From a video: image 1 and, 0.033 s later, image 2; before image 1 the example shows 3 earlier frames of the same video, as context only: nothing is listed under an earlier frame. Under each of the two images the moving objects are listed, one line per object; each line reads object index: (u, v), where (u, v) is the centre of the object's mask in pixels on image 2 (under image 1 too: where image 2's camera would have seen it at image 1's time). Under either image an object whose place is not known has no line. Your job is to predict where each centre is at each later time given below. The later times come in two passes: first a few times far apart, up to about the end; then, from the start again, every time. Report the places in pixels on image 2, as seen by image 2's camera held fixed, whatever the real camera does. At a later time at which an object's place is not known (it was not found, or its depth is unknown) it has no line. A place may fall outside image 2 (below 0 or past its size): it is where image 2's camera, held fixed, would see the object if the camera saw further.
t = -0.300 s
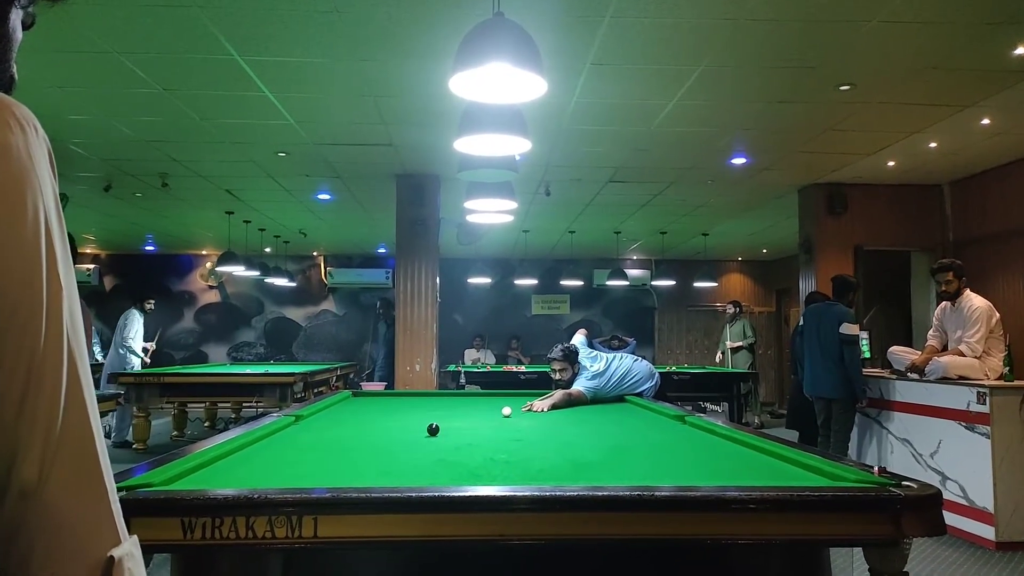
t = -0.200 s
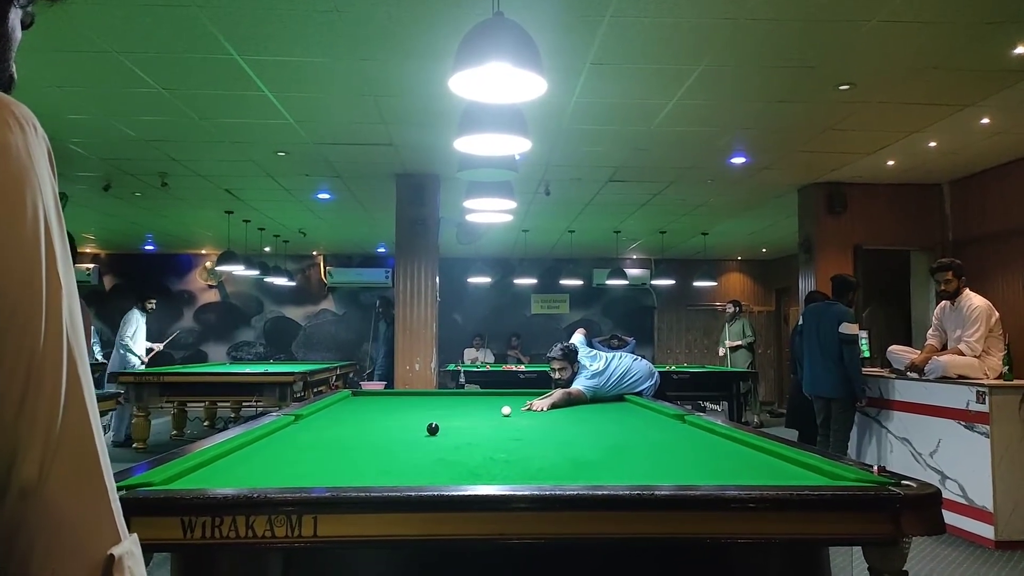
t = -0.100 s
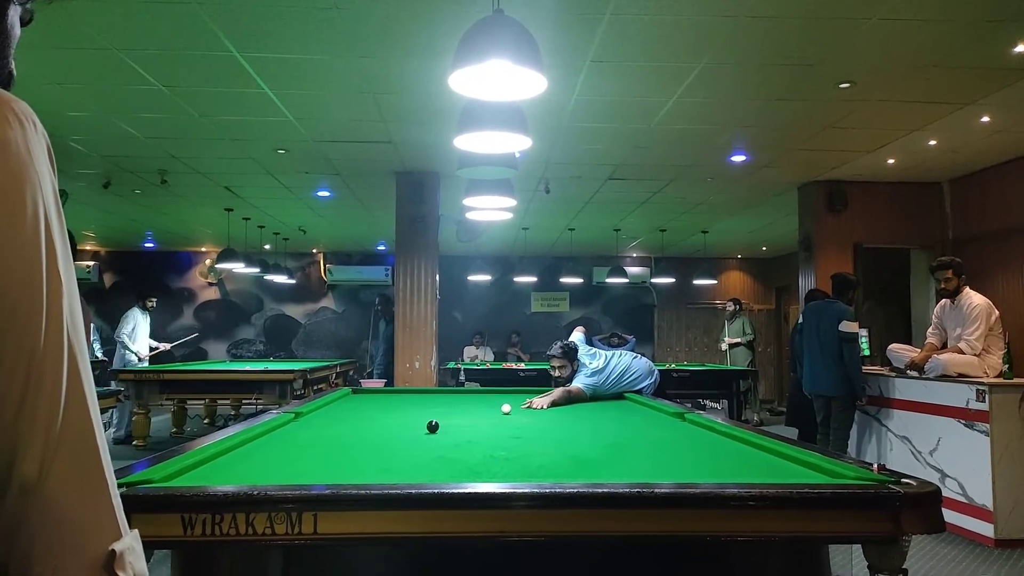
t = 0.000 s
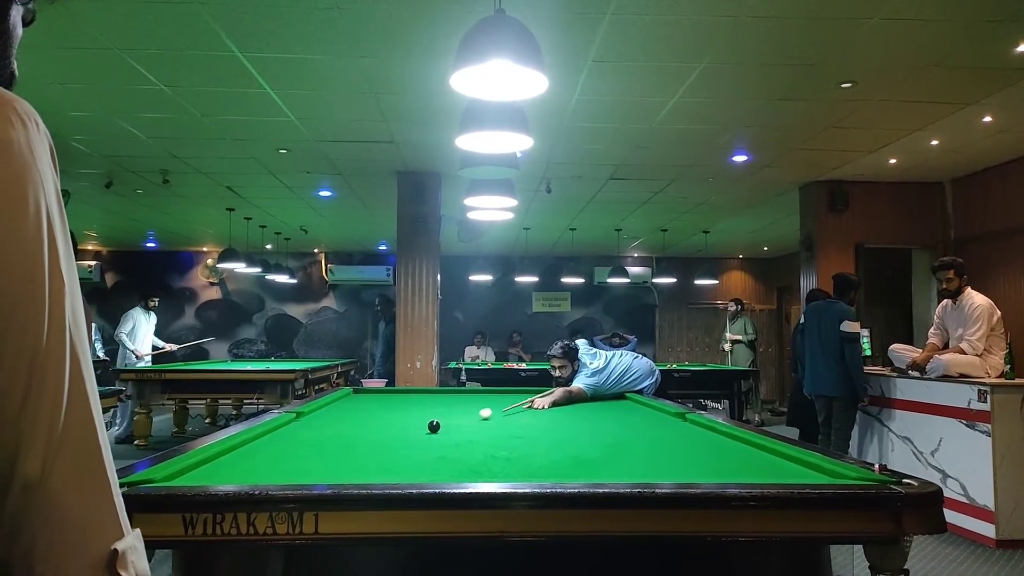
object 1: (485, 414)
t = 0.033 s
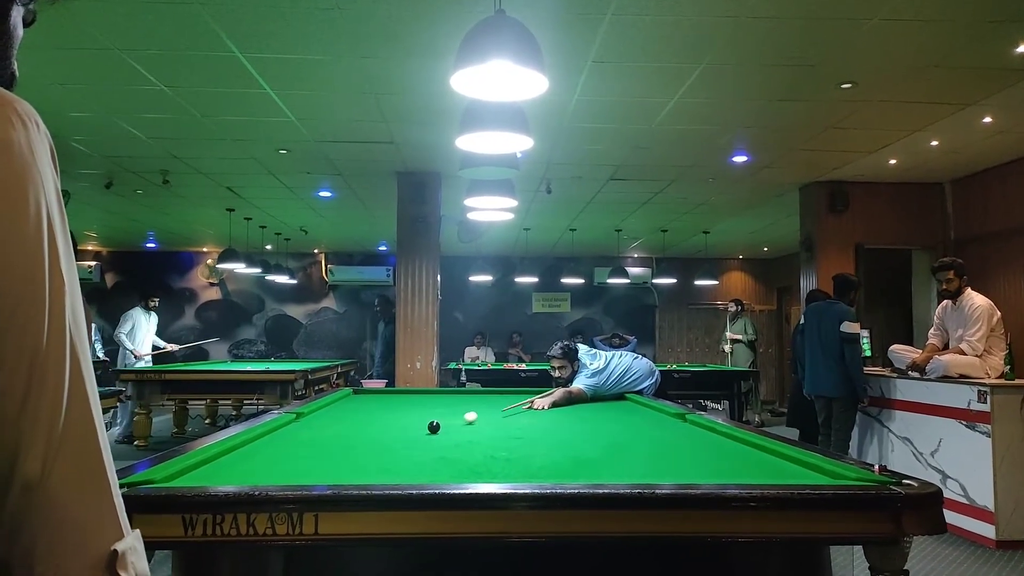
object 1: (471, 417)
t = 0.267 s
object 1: (419, 426)
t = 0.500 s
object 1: (385, 430)
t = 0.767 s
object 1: (344, 434)
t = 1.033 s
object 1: (301, 439)
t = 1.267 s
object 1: (262, 443)
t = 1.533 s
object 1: (250, 449)
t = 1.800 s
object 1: (265, 455)
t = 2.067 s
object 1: (280, 462)
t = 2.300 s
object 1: (294, 468)
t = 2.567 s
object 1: (312, 473)
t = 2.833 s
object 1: (330, 476)
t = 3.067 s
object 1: (348, 476)
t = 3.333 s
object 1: (367, 473)
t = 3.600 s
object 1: (384, 471)
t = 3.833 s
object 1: (396, 469)
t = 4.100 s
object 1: (407, 467)
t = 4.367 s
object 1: (417, 465)
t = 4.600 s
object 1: (425, 464)
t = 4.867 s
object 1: (431, 462)
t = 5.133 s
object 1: (436, 461)
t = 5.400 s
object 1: (439, 461)
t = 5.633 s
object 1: (440, 461)
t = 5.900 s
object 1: (440, 461)
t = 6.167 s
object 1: (440, 461)
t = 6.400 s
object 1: (440, 461)
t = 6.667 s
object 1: (440, 461)
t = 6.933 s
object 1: (440, 461)
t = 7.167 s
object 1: (440, 461)
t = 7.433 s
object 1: (440, 461)
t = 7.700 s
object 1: (441, 461)
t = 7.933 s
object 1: (440, 461)
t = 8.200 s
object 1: (441, 461)
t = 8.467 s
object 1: (440, 461)
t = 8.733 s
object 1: (441, 461)
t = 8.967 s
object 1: (441, 461)
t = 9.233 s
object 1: (441, 461)
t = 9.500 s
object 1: (442, 461)
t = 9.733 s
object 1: (442, 461)
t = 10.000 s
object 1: (441, 461)
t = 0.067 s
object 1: (454, 421)
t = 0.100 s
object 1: (440, 424)
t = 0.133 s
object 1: (434, 425)
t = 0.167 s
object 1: (431, 425)
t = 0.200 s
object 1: (427, 425)
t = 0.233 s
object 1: (423, 426)
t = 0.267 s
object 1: (419, 426)
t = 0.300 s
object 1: (415, 427)
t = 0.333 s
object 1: (410, 427)
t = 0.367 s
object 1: (405, 428)
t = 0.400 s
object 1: (400, 428)
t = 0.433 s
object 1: (395, 429)
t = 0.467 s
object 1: (390, 429)
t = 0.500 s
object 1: (385, 430)
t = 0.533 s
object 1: (380, 430)
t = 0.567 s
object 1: (375, 431)
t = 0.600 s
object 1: (370, 431)
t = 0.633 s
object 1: (365, 432)
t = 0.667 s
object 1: (360, 432)
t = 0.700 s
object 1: (355, 433)
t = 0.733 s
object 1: (350, 433)
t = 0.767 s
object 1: (344, 434)
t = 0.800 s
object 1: (339, 435)
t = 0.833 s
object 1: (334, 435)
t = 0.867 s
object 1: (329, 436)
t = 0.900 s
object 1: (323, 436)
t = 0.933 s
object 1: (318, 437)
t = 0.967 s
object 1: (312, 438)
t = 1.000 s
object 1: (307, 438)
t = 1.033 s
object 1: (301, 439)
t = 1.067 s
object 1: (296, 440)
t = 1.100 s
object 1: (290, 440)
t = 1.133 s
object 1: (285, 441)
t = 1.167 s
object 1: (279, 441)
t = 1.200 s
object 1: (274, 442)
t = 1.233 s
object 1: (268, 442)
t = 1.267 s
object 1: (262, 443)
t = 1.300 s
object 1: (256, 444)
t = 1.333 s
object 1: (250, 444)
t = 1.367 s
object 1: (245, 445)
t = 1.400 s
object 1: (243, 446)
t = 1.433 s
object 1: (244, 446)
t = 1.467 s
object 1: (246, 447)
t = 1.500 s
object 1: (248, 448)
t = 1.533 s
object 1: (250, 449)
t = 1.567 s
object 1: (252, 449)
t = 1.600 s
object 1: (253, 450)
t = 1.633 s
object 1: (255, 451)
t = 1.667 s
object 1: (257, 452)
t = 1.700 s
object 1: (259, 453)
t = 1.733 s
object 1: (261, 454)
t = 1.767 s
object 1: (263, 454)
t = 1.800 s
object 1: (265, 455)
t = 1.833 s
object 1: (267, 456)
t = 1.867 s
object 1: (269, 457)
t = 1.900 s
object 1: (270, 458)
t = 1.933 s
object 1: (272, 458)
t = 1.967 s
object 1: (274, 459)
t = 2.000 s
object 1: (276, 460)
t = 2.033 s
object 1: (278, 461)
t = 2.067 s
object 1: (280, 462)
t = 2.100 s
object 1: (282, 463)
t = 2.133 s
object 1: (284, 463)
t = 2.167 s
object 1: (286, 464)
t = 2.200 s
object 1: (288, 465)
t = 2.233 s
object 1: (290, 466)
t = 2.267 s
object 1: (292, 467)
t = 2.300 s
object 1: (294, 468)
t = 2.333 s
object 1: (297, 469)
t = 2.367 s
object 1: (299, 469)
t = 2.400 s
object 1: (301, 470)
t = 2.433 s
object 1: (303, 471)
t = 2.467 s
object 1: (305, 471)
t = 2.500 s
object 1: (307, 472)
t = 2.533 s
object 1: (310, 472)
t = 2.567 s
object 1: (312, 473)
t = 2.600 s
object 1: (314, 473)
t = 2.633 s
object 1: (317, 473)
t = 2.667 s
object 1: (319, 474)
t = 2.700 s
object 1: (322, 474)
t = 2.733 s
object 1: (324, 475)
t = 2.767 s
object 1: (326, 476)
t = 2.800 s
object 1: (328, 476)
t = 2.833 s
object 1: (330, 476)
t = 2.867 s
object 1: (332, 477)
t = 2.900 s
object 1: (335, 477)
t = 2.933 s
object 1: (337, 477)
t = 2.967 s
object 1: (340, 477)
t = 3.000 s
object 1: (343, 476)
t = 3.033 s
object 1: (346, 476)
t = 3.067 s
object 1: (348, 476)
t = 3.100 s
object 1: (350, 476)
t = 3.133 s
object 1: (353, 475)
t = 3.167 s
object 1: (356, 475)
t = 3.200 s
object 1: (358, 474)
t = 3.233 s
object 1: (361, 474)
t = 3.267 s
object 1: (363, 474)
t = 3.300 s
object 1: (365, 474)
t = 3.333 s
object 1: (367, 473)
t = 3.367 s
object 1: (370, 473)
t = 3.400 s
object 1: (372, 473)
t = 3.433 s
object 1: (374, 473)
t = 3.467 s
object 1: (376, 472)
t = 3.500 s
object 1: (378, 472)
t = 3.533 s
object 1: (380, 472)
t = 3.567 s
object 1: (382, 471)
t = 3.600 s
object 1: (384, 471)
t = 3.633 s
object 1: (385, 471)
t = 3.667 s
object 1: (387, 471)
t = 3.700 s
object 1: (389, 470)
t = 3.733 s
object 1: (391, 470)
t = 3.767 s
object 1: (393, 470)
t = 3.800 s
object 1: (394, 470)
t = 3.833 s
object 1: (396, 469)
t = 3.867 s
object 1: (397, 469)
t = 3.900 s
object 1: (399, 469)
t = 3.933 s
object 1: (400, 469)
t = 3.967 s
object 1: (402, 469)
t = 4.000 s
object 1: (403, 468)
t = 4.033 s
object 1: (405, 468)
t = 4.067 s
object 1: (406, 468)
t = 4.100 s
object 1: (407, 467)
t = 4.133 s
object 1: (409, 467)
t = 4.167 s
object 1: (410, 467)
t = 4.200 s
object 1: (411, 466)
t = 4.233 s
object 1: (413, 466)
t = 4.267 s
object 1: (414, 466)
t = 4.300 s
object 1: (415, 466)
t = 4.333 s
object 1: (416, 465)
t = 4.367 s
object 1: (417, 465)
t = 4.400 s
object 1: (418, 465)
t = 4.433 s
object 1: (420, 465)
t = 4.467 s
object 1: (421, 464)
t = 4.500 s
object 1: (422, 464)
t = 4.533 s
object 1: (423, 464)
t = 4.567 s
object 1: (424, 464)
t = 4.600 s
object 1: (425, 464)
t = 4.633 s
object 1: (426, 464)
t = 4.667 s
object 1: (427, 463)
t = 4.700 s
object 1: (428, 463)
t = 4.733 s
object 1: (429, 463)
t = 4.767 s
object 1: (429, 463)
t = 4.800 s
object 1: (430, 463)
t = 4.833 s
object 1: (430, 463)
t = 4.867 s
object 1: (431, 462)
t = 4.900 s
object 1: (432, 462)
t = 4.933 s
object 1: (433, 462)
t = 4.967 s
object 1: (433, 462)
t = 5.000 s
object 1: (434, 462)
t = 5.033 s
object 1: (434, 462)
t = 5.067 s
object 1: (435, 462)
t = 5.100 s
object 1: (435, 462)
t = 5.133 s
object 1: (436, 461)
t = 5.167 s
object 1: (437, 461)
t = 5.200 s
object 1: (437, 461)
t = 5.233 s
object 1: (437, 461)
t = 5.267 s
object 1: (438, 461)
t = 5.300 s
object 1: (438, 461)
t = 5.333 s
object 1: (438, 461)
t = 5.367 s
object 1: (439, 461)
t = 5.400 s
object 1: (439, 461)
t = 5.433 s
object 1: (439, 461)
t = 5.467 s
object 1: (439, 461)
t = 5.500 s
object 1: (439, 461)
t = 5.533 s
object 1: (439, 461)
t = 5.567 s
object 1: (439, 461)
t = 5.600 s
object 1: (439, 461)
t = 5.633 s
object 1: (440, 461)
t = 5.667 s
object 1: (440, 461)
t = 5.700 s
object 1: (440, 461)
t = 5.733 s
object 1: (440, 461)
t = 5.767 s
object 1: (440, 461)
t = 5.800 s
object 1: (440, 461)
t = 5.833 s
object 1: (440, 461)
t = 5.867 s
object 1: (440, 461)
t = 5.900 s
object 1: (440, 461)
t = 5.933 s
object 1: (440, 461)
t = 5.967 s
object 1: (440, 461)
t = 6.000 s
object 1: (440, 461)
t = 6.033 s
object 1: (440, 461)
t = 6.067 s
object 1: (440, 461)
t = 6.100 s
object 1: (440, 461)
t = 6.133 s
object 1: (440, 461)
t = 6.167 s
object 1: (440, 461)
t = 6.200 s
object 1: (440, 461)
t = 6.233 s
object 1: (440, 461)
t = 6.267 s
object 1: (440, 461)
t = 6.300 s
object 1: (440, 461)
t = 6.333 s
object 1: (440, 461)
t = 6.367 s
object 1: (440, 461)
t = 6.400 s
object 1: (440, 461)
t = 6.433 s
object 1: (440, 461)
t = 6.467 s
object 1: (440, 461)
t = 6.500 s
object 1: (440, 461)
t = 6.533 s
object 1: (440, 461)
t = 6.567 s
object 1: (440, 461)
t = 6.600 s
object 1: (440, 461)
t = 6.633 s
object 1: (440, 461)
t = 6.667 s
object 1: (440, 461)
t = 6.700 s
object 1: (440, 461)
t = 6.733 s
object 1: (440, 461)
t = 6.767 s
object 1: (440, 461)
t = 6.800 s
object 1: (440, 461)
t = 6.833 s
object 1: (440, 461)
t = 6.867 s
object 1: (440, 461)
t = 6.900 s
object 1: (440, 461)
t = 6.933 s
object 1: (440, 461)
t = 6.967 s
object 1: (440, 461)
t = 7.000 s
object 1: (440, 461)
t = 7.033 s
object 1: (440, 461)
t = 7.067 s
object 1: (440, 461)
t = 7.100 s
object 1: (440, 461)
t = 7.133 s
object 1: (440, 461)
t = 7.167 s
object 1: (440, 461)
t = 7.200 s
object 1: (440, 461)
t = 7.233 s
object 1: (440, 461)
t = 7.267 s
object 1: (440, 461)
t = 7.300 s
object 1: (440, 461)
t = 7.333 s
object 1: (440, 461)
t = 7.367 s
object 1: (440, 461)
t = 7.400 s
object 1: (440, 461)
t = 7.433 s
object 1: (440, 461)
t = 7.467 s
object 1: (440, 461)
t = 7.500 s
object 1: (440, 461)
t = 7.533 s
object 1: (440, 461)
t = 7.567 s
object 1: (440, 461)
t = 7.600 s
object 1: (440, 461)
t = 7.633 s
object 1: (440, 461)
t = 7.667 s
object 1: (440, 461)
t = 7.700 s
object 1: (441, 461)
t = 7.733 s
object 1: (441, 461)
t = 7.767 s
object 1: (440, 461)
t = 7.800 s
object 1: (440, 461)
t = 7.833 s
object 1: (440, 461)
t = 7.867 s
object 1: (440, 461)
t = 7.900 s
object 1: (440, 461)
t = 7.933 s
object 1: (440, 461)
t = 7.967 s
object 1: (440, 461)
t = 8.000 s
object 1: (441, 461)
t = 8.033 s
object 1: (441, 461)
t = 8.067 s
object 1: (441, 461)
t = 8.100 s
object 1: (441, 461)
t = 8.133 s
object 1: (441, 461)
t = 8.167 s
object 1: (441, 461)
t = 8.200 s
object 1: (441, 461)
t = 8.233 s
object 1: (441, 461)
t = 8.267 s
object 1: (441, 461)
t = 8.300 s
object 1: (441, 461)
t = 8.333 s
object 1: (441, 461)
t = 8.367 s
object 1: (441, 461)
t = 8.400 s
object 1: (441, 461)
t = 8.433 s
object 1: (441, 461)
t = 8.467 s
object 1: (440, 461)
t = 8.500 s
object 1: (440, 461)
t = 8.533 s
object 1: (441, 461)
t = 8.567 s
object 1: (441, 461)
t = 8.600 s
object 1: (440, 461)
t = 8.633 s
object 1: (441, 461)
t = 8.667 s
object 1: (441, 461)
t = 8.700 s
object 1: (441, 461)
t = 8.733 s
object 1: (441, 461)
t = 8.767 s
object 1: (441, 461)
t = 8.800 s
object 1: (441, 461)
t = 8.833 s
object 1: (441, 461)
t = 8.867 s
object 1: (441, 461)
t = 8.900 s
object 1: (441, 461)
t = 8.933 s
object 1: (441, 461)
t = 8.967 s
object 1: (441, 461)
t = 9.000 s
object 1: (441, 461)
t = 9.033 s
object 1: (441, 461)
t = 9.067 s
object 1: (441, 461)
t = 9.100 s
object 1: (441, 461)
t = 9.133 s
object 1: (441, 461)
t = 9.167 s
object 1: (441, 461)
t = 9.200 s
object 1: (441, 461)
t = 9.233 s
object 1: (441, 461)
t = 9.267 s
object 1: (441, 461)
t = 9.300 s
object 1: (441, 461)
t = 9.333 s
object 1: (441, 461)
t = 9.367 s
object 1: (441, 461)
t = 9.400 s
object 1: (442, 461)
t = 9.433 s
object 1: (441, 461)
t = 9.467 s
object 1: (441, 461)
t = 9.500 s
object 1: (442, 461)
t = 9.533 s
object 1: (441, 461)
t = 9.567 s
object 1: (442, 461)
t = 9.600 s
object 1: (442, 461)
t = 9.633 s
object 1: (442, 461)
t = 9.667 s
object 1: (442, 461)
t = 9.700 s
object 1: (442, 461)
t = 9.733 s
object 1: (442, 461)
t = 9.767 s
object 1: (442, 461)
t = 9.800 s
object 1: (441, 461)
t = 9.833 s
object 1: (442, 461)
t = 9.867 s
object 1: (442, 461)
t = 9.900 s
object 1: (442, 461)
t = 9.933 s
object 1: (442, 461)
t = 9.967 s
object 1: (442, 461)
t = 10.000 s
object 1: (441, 461)
